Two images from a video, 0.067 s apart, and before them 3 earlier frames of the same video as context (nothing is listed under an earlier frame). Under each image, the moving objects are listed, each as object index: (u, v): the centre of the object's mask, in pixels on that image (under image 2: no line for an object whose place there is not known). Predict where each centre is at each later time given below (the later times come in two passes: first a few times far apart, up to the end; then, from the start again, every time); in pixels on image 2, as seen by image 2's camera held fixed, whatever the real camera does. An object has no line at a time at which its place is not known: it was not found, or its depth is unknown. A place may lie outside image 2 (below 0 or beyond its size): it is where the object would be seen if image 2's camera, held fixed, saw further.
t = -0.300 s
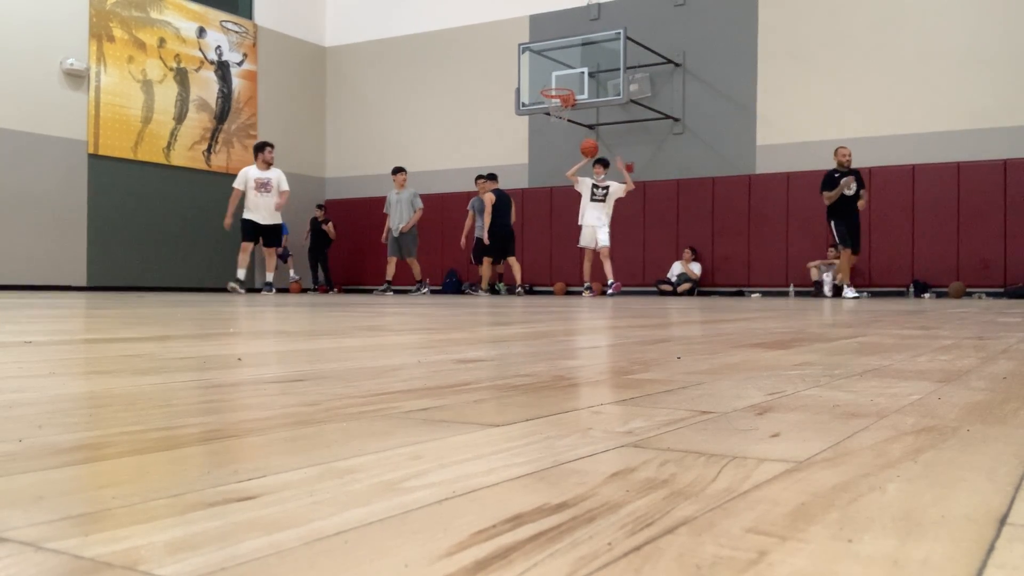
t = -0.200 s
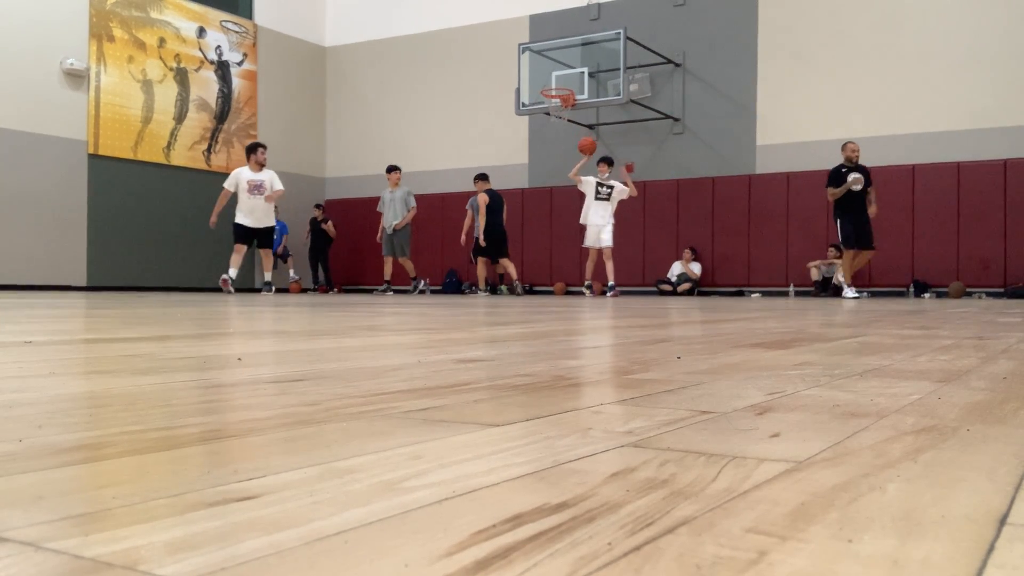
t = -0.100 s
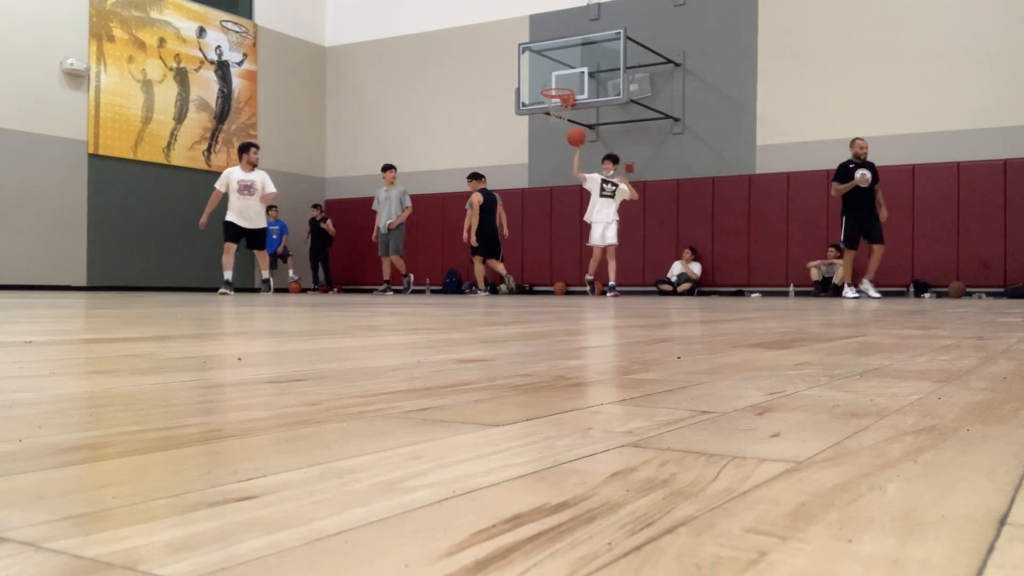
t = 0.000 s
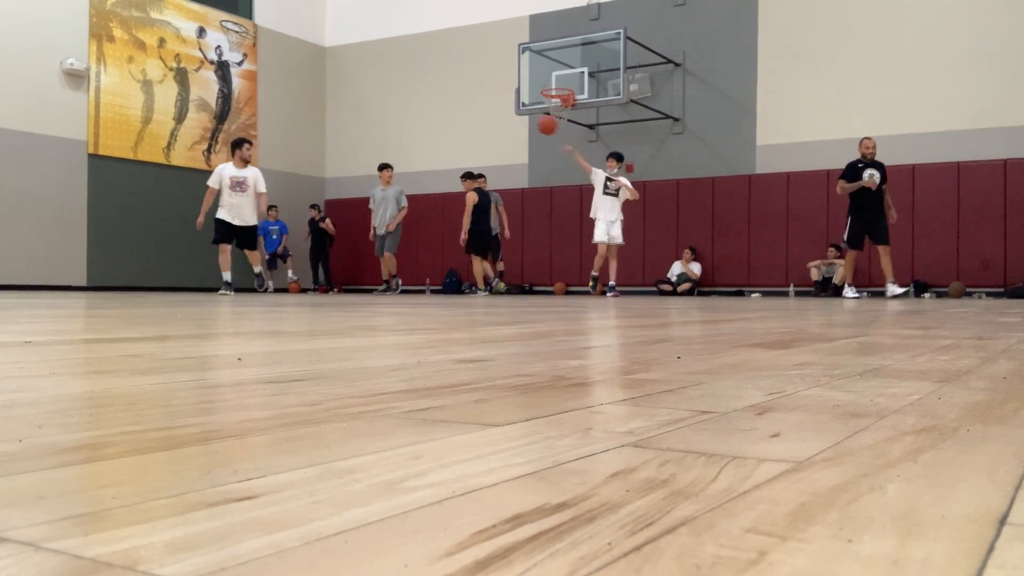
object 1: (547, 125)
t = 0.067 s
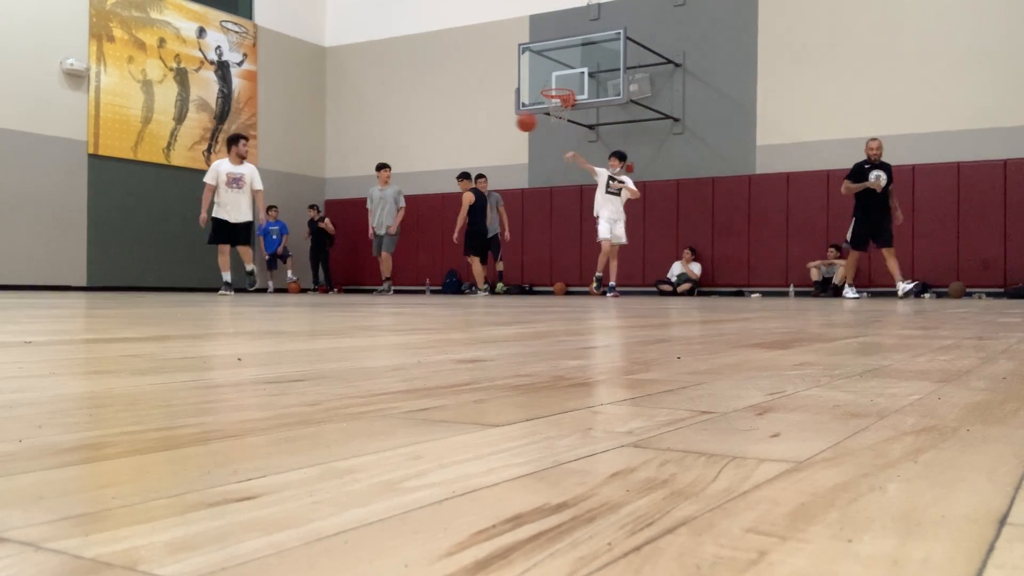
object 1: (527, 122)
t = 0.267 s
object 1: (458, 133)
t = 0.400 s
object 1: (409, 160)
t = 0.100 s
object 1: (515, 121)
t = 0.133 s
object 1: (504, 122)
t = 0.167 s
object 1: (493, 123)
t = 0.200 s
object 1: (481, 125)
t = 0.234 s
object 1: (470, 129)
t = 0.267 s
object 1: (458, 133)
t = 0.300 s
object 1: (446, 138)
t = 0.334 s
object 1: (434, 144)
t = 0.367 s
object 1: (422, 152)
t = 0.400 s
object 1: (409, 160)
